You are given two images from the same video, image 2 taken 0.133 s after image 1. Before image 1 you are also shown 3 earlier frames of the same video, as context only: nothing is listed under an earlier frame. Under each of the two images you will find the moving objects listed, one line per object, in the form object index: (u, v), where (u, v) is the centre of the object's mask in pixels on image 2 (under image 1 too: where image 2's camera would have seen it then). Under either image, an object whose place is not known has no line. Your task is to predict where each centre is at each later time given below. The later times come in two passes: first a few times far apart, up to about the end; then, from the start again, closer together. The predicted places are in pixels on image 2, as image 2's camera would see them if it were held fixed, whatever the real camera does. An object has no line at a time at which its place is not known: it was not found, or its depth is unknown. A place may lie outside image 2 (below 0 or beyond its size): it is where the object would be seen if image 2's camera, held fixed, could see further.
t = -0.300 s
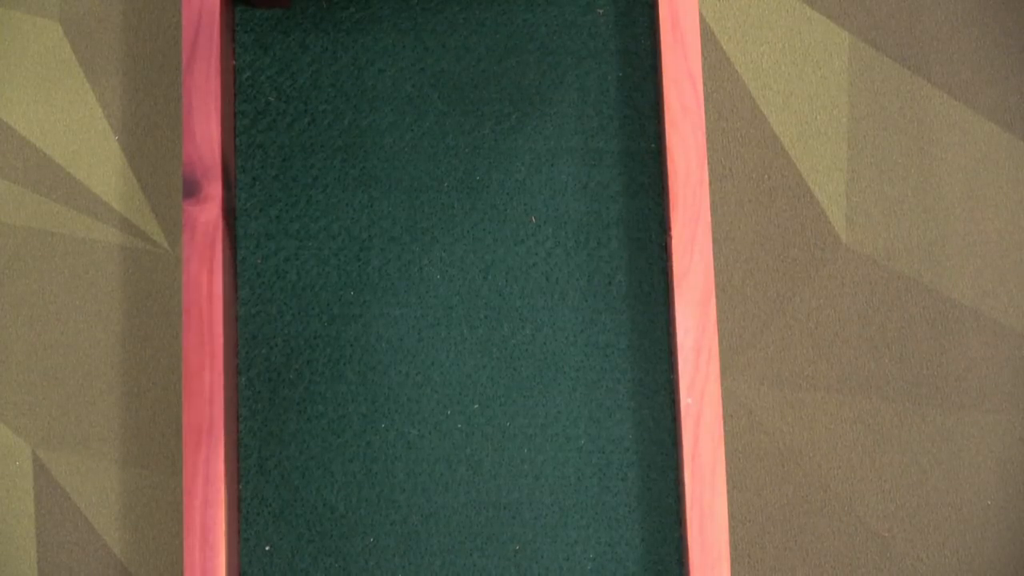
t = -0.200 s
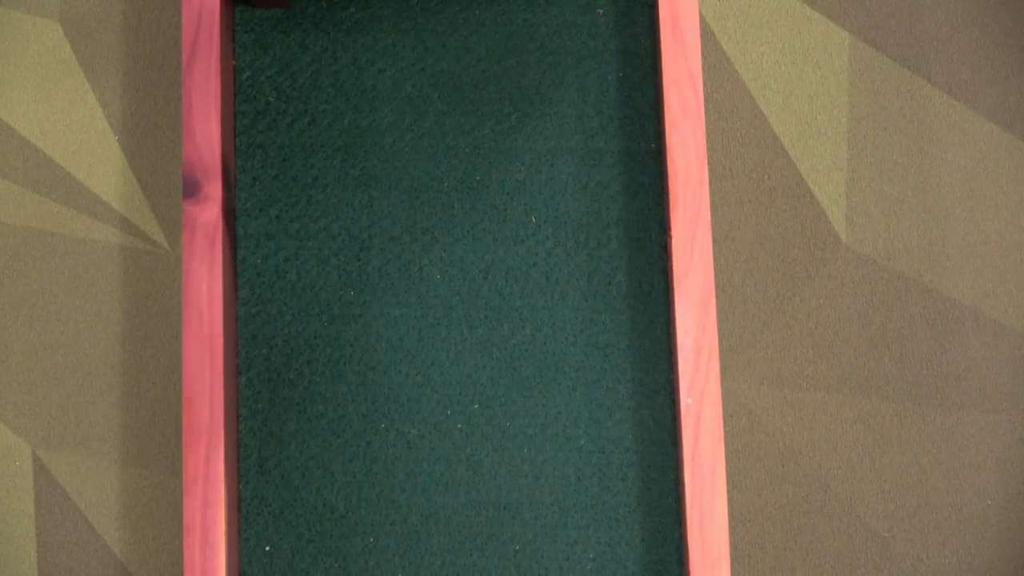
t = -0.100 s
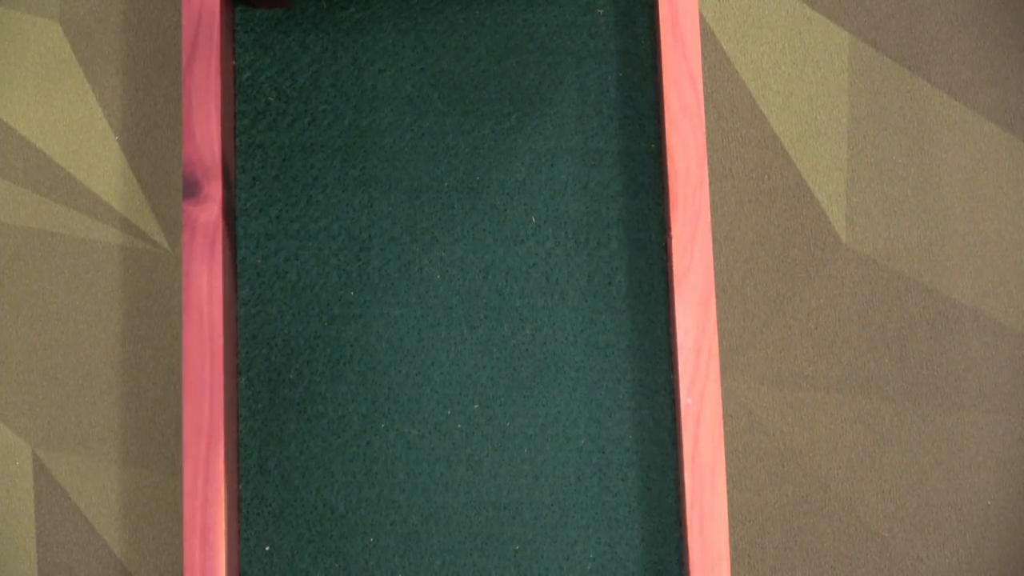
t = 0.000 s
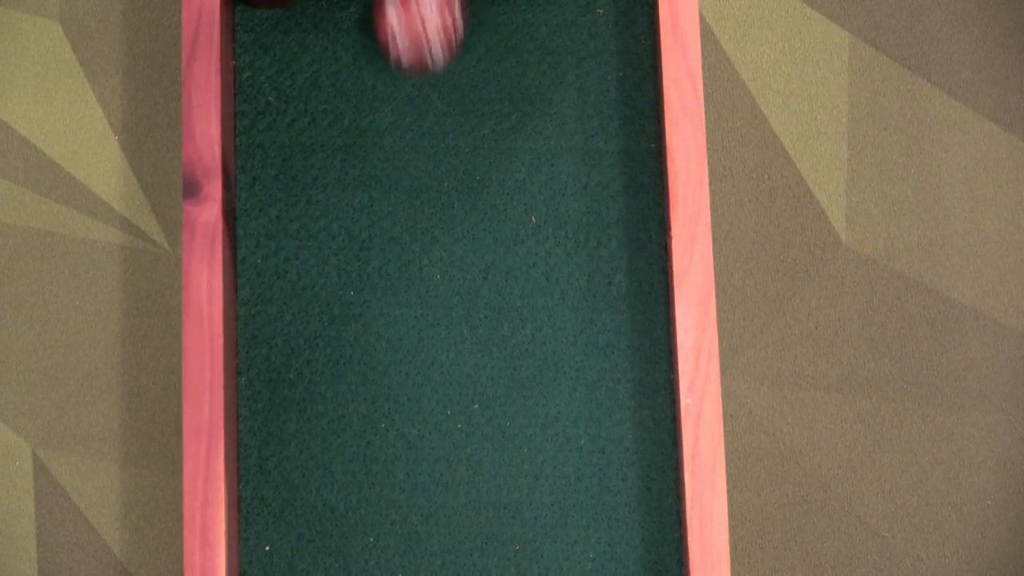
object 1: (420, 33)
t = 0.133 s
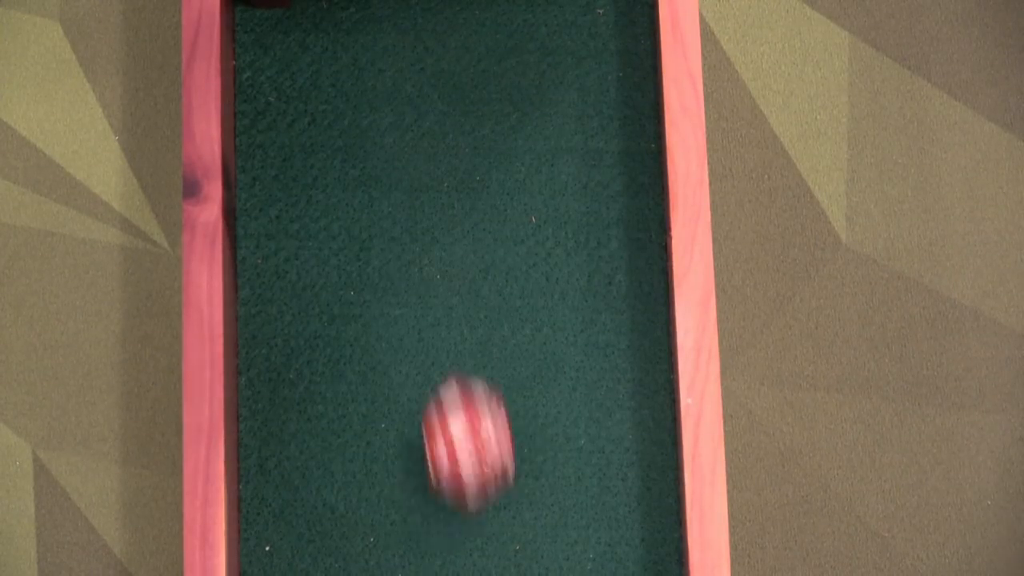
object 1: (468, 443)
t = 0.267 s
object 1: (494, 463)
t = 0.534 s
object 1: (484, 404)
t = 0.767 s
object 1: (484, 404)
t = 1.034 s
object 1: (483, 404)
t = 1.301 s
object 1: (484, 404)
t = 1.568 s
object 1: (484, 404)
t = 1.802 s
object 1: (484, 404)
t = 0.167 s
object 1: (482, 533)
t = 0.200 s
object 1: (491, 528)
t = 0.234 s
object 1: (496, 491)
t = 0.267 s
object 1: (494, 463)
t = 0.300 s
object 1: (488, 442)
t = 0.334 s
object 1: (486, 424)
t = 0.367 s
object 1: (487, 413)
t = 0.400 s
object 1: (483, 406)
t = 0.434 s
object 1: (482, 404)
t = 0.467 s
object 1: (484, 404)
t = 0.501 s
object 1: (483, 404)
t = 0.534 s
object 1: (484, 404)
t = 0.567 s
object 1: (484, 404)
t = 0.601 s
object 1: (484, 404)
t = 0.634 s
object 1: (484, 404)
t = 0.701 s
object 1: (484, 404)
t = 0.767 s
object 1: (484, 404)
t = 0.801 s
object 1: (483, 404)
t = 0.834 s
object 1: (484, 404)
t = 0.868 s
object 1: (483, 404)
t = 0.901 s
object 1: (483, 404)
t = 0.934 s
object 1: (484, 404)
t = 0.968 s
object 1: (483, 404)
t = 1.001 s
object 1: (484, 404)
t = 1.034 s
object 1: (483, 404)
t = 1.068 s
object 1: (483, 404)
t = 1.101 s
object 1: (484, 404)
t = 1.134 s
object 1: (484, 404)
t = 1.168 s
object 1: (484, 404)
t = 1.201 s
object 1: (484, 404)
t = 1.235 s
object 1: (484, 404)
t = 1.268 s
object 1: (484, 404)
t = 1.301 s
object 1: (484, 404)
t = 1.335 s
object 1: (484, 404)
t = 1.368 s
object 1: (484, 404)
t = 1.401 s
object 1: (484, 404)
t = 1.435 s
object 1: (484, 404)
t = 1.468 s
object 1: (484, 404)
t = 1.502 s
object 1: (484, 404)
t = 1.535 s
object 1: (484, 404)
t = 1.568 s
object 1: (484, 404)
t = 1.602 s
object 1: (484, 404)
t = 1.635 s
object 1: (484, 404)
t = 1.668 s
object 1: (484, 404)
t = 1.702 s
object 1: (484, 404)
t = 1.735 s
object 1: (483, 404)
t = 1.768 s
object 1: (484, 404)
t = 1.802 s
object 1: (484, 404)
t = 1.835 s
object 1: (484, 404)
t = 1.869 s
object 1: (484, 404)
